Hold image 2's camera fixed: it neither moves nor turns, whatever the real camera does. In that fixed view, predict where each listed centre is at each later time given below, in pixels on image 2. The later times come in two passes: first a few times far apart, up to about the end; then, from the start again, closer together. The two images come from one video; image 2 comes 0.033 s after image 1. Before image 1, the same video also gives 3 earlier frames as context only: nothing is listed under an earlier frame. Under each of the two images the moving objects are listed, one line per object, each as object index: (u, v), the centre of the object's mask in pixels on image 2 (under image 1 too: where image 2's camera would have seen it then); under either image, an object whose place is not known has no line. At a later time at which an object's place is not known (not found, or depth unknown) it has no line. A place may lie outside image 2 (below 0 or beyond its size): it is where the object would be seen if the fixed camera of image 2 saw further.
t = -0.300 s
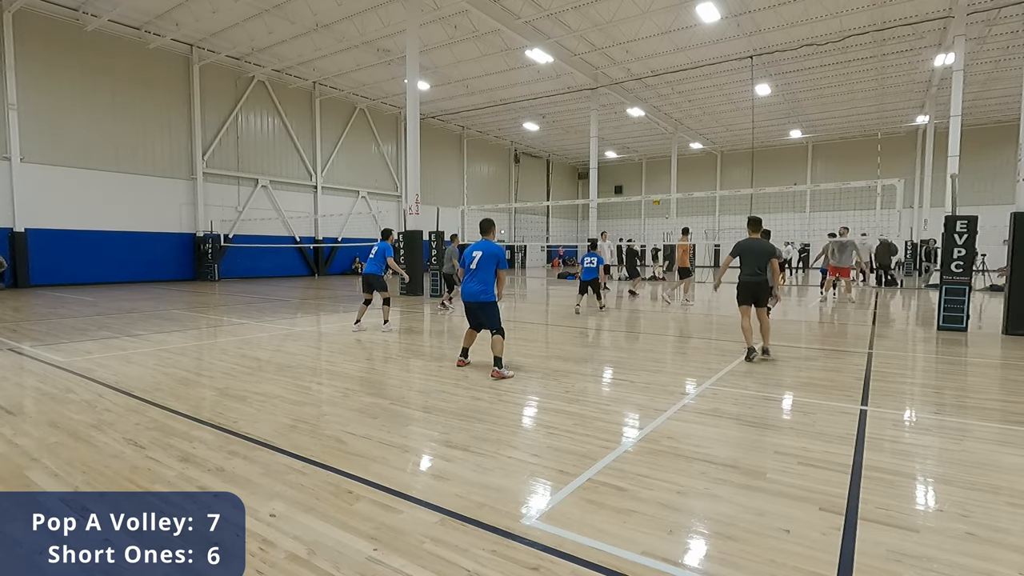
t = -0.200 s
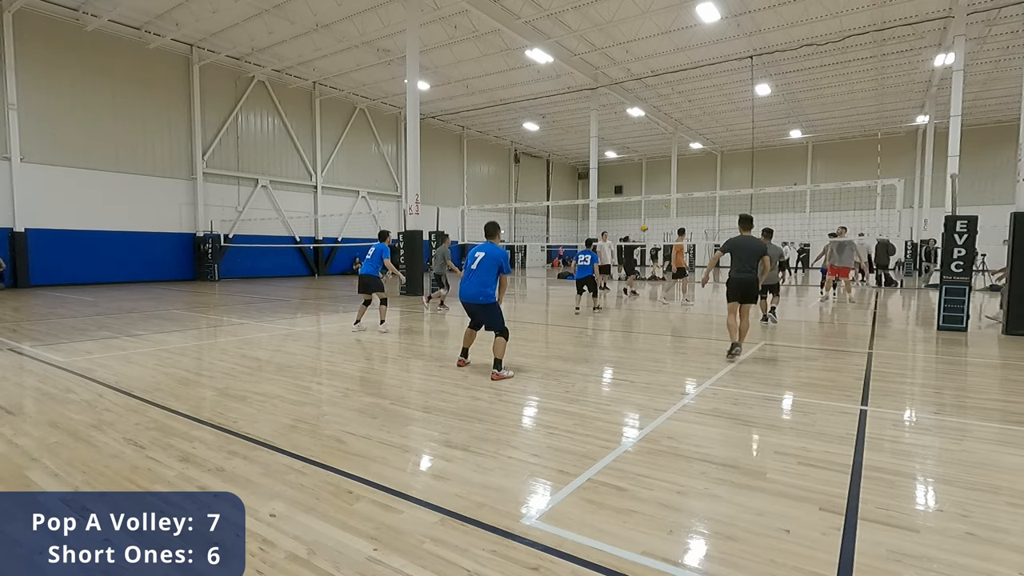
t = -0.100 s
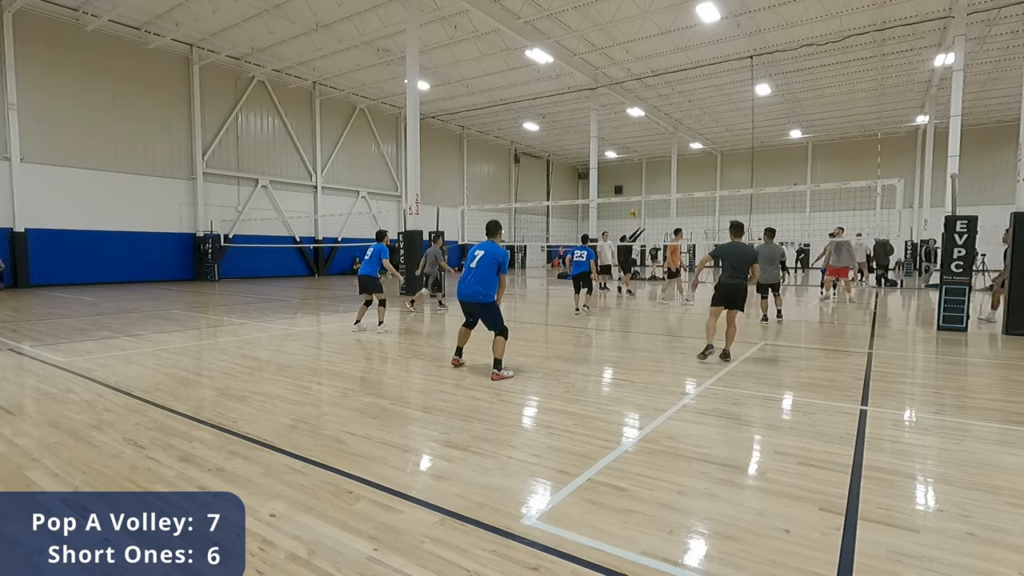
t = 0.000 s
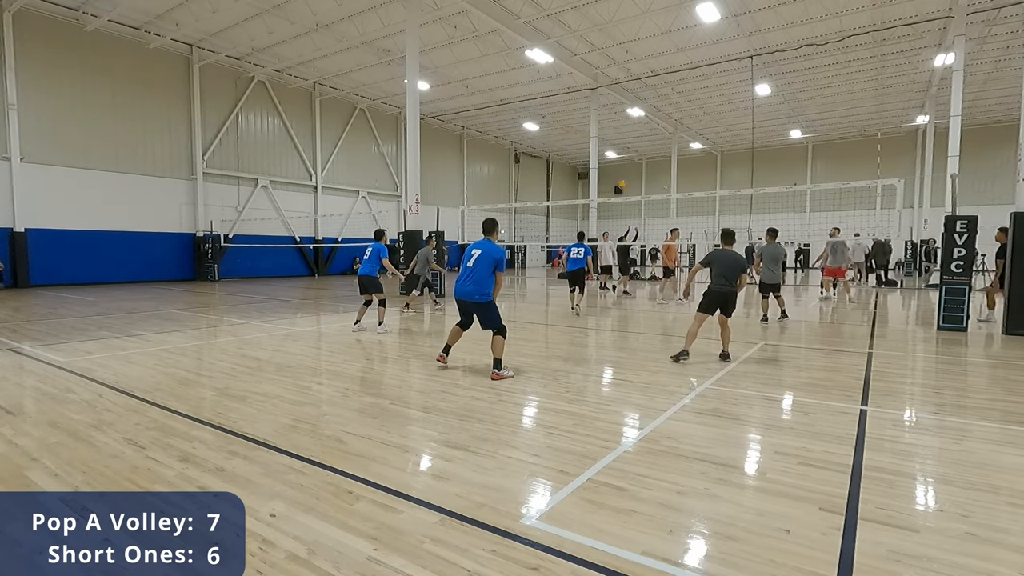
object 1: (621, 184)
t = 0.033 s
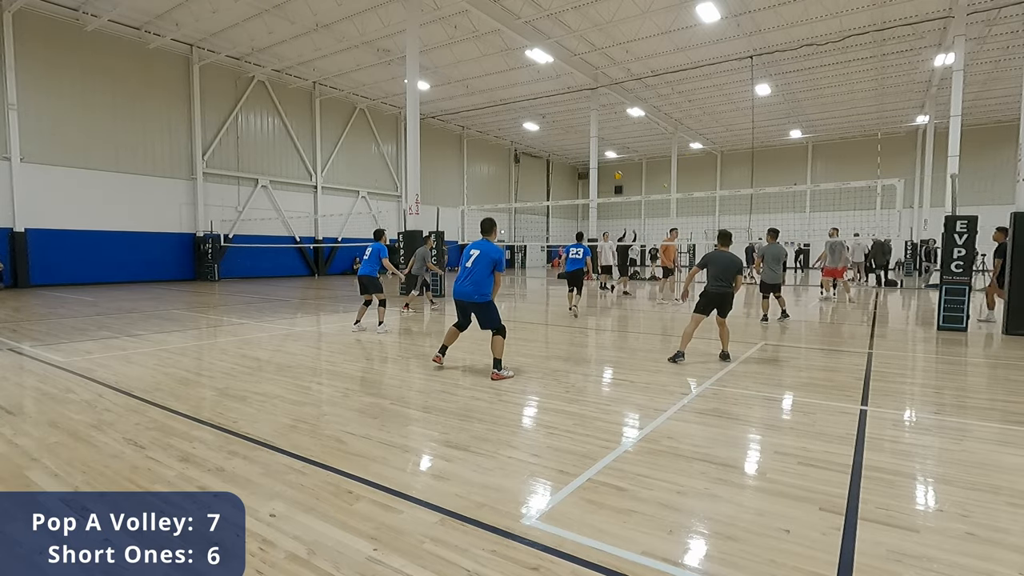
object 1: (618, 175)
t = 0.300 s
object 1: (583, 114)
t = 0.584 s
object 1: (540, 74)
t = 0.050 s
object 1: (617, 171)
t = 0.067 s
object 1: (614, 167)
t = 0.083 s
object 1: (612, 162)
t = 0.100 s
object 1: (610, 159)
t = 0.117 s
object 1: (607, 154)
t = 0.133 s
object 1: (605, 150)
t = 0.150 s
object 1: (604, 147)
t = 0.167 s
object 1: (601, 141)
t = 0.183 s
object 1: (600, 137)
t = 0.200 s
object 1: (597, 134)
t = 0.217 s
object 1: (595, 130)
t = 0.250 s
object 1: (590, 123)
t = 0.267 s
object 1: (588, 120)
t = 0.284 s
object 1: (586, 116)
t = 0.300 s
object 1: (583, 114)
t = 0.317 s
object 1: (581, 111)
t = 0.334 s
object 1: (579, 108)
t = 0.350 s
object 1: (576, 104)
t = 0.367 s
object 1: (574, 101)
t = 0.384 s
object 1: (571, 99)
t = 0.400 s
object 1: (569, 96)
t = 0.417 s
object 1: (567, 93)
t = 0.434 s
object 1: (564, 91)
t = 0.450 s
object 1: (562, 89)
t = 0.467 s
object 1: (559, 86)
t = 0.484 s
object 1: (556, 84)
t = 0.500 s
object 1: (554, 81)
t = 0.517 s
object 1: (551, 79)
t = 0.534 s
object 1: (548, 78)
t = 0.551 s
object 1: (545, 76)
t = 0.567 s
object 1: (543, 75)
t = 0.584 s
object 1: (540, 74)
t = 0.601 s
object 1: (538, 73)
